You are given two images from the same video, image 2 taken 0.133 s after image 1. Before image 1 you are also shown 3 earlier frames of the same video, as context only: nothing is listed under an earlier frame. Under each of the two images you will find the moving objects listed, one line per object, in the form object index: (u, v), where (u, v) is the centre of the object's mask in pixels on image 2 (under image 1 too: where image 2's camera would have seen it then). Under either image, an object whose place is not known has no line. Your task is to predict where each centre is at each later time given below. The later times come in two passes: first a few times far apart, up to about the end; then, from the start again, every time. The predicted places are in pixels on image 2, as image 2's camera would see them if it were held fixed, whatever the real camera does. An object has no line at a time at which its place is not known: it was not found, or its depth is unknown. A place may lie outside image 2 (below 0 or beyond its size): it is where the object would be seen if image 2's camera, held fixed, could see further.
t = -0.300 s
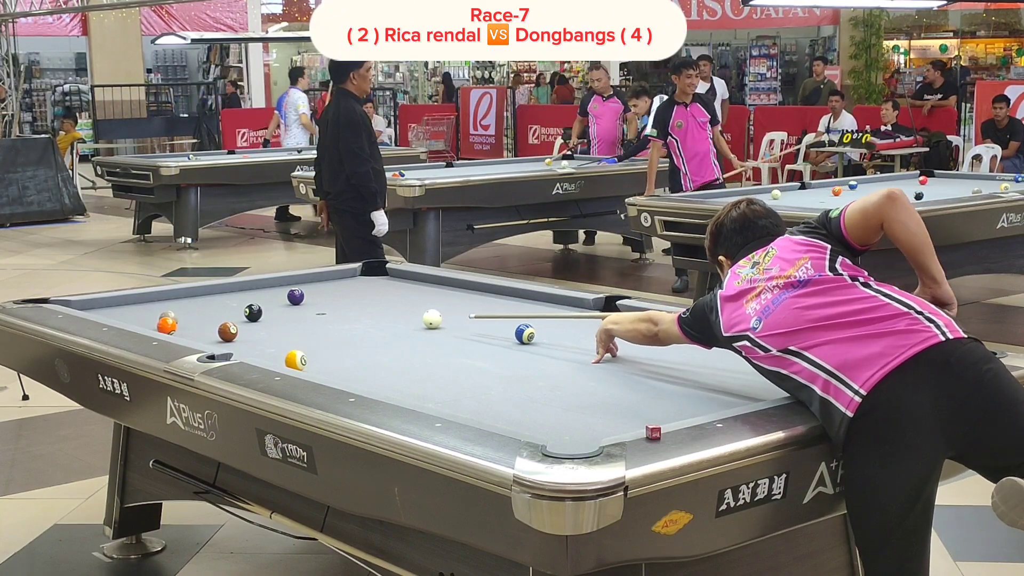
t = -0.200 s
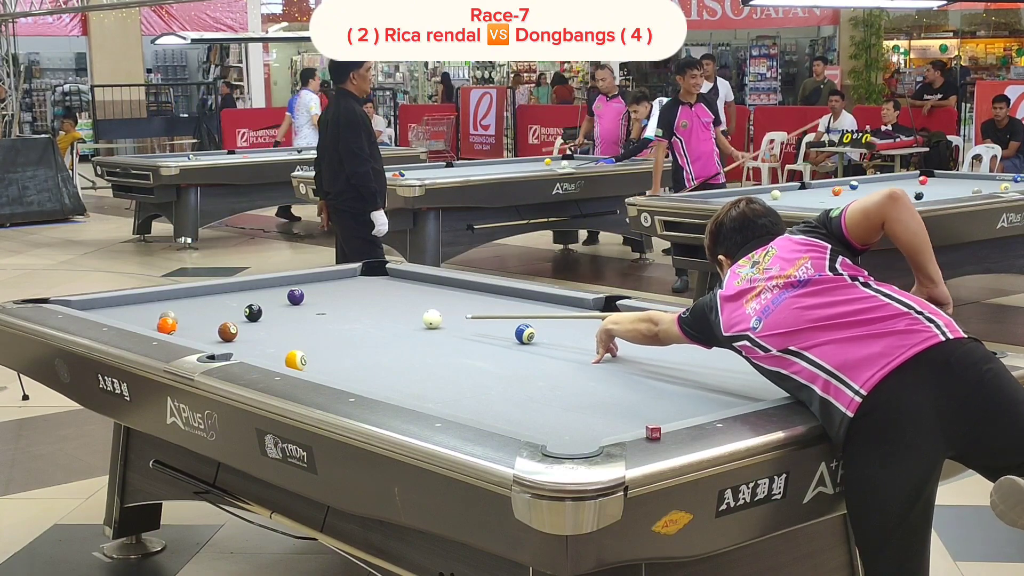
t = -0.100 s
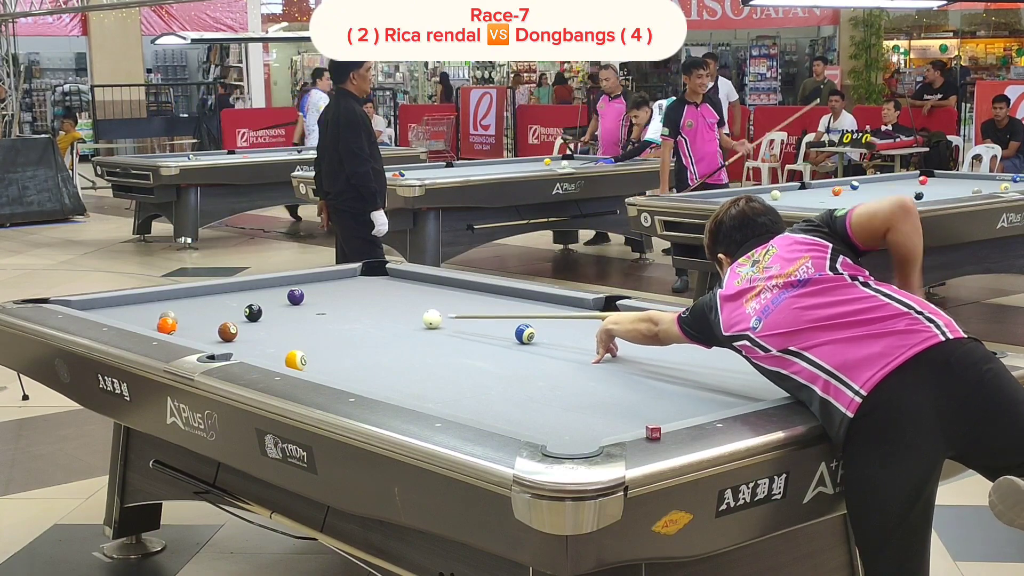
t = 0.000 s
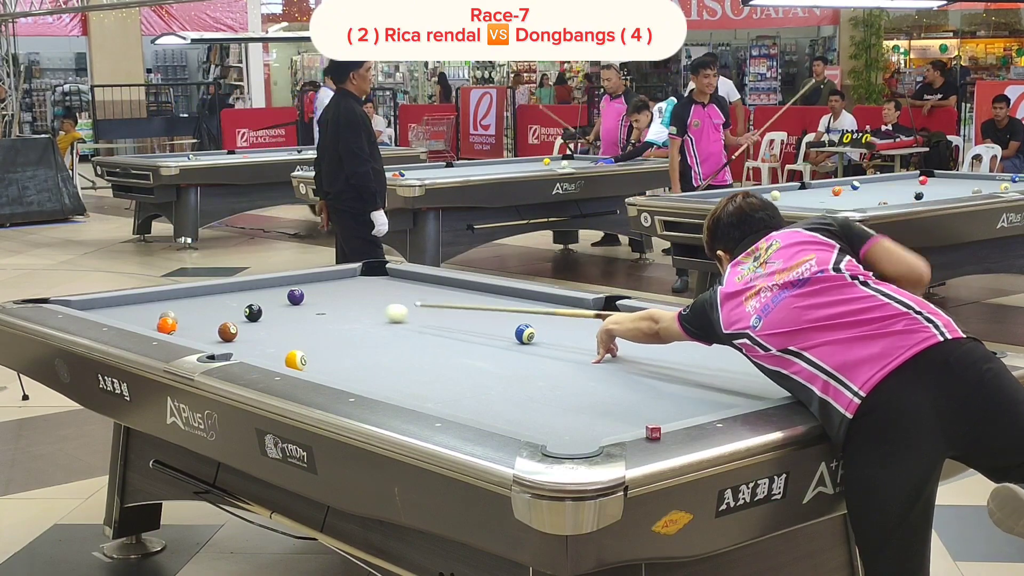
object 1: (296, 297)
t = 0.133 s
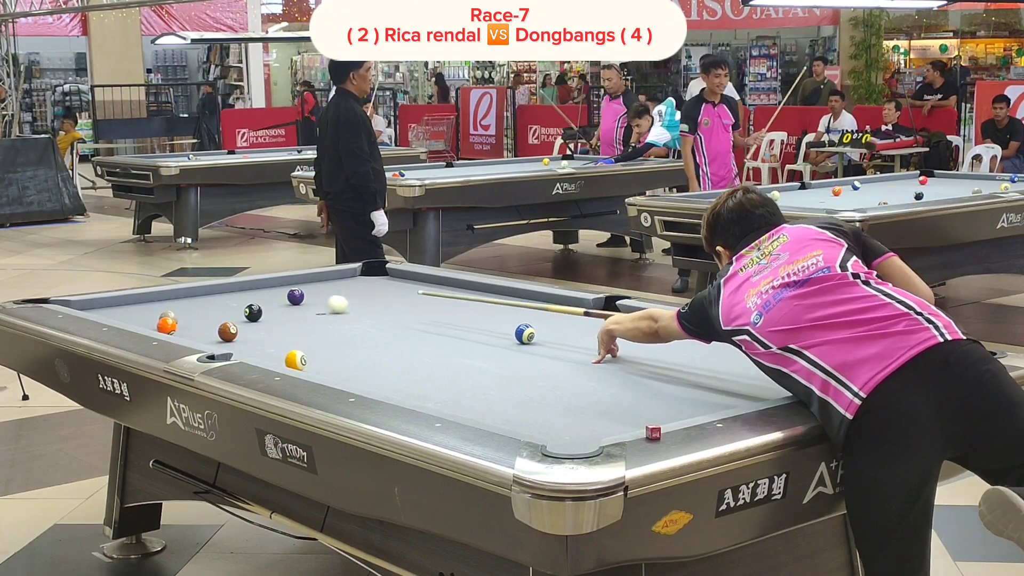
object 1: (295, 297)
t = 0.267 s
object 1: (286, 290)
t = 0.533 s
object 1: (272, 284)
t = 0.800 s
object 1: (307, 288)
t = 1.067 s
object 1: (342, 293)
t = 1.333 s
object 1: (377, 298)
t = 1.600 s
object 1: (413, 302)
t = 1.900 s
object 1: (453, 307)
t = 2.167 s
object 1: (490, 311)
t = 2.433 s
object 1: (526, 315)
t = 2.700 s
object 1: (562, 321)
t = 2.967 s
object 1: (598, 325)
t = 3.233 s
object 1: (634, 330)
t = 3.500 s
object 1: (670, 335)
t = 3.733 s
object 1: (701, 339)
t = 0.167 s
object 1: (295, 297)
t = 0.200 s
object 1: (295, 296)
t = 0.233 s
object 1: (290, 293)
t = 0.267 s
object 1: (286, 290)
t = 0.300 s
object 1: (282, 288)
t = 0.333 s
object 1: (278, 287)
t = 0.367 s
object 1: (273, 286)
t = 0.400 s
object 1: (269, 286)
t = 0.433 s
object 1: (265, 284)
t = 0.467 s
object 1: (262, 283)
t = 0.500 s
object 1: (267, 283)
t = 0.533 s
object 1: (272, 284)
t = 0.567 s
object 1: (277, 284)
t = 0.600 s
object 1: (281, 285)
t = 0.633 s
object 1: (285, 286)
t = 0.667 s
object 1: (289, 286)
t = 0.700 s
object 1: (294, 287)
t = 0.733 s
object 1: (298, 287)
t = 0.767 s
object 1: (303, 288)
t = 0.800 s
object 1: (307, 288)
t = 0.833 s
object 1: (311, 289)
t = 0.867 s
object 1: (316, 289)
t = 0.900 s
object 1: (320, 290)
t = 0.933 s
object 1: (325, 291)
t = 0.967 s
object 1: (329, 291)
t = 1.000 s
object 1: (333, 292)
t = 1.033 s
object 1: (338, 292)
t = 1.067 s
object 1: (342, 293)
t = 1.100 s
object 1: (346, 293)
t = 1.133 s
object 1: (351, 294)
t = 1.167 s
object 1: (355, 294)
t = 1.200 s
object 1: (360, 295)
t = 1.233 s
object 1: (364, 296)
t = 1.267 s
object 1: (369, 296)
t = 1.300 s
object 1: (373, 297)
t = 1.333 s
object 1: (377, 298)
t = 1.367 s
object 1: (382, 298)
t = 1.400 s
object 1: (387, 299)
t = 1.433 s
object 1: (391, 299)
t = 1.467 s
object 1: (395, 300)
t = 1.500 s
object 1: (400, 300)
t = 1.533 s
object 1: (404, 301)
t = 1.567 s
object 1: (409, 301)
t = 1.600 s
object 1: (413, 302)
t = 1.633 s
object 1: (418, 302)
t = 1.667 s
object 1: (422, 303)
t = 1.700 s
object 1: (427, 304)
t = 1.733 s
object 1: (431, 304)
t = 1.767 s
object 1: (435, 305)
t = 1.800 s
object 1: (440, 305)
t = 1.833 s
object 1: (445, 306)
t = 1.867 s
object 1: (449, 306)
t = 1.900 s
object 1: (453, 307)
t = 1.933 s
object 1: (458, 308)
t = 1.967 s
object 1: (463, 308)
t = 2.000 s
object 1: (467, 309)
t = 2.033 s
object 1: (472, 309)
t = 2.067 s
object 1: (476, 310)
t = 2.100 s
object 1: (481, 310)
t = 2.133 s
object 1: (485, 311)
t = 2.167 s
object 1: (490, 311)
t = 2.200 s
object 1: (494, 312)
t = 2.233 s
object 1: (498, 313)
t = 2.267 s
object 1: (503, 313)
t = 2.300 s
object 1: (508, 314)
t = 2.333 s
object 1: (512, 314)
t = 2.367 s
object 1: (517, 315)
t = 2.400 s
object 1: (521, 315)
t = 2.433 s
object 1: (526, 315)
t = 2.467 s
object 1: (530, 316)
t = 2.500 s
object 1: (535, 317)
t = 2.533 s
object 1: (539, 318)
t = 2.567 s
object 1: (544, 318)
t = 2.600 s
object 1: (548, 319)
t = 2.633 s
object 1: (553, 320)
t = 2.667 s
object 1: (557, 320)
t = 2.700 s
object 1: (562, 321)
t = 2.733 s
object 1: (566, 321)
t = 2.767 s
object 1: (571, 322)
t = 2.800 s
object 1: (575, 322)
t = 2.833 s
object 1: (580, 323)
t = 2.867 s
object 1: (585, 324)
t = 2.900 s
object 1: (589, 325)
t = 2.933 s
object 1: (593, 325)
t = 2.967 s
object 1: (598, 325)
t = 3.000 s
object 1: (603, 326)
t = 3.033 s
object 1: (607, 327)
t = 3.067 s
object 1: (611, 327)
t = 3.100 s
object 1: (616, 328)
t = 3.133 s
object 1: (621, 328)
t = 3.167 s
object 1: (625, 329)
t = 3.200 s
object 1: (630, 329)
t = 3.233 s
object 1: (634, 330)
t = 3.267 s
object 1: (639, 331)
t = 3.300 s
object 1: (643, 331)
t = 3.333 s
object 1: (648, 332)
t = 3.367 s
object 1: (652, 332)
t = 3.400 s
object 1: (657, 333)
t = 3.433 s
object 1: (661, 333)
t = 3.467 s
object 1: (666, 334)
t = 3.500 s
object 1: (670, 335)
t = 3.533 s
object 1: (675, 335)
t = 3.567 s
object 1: (679, 336)
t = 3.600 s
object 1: (683, 336)
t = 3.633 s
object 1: (688, 337)
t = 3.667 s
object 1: (692, 337)
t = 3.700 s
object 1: (697, 338)
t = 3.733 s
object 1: (701, 339)
